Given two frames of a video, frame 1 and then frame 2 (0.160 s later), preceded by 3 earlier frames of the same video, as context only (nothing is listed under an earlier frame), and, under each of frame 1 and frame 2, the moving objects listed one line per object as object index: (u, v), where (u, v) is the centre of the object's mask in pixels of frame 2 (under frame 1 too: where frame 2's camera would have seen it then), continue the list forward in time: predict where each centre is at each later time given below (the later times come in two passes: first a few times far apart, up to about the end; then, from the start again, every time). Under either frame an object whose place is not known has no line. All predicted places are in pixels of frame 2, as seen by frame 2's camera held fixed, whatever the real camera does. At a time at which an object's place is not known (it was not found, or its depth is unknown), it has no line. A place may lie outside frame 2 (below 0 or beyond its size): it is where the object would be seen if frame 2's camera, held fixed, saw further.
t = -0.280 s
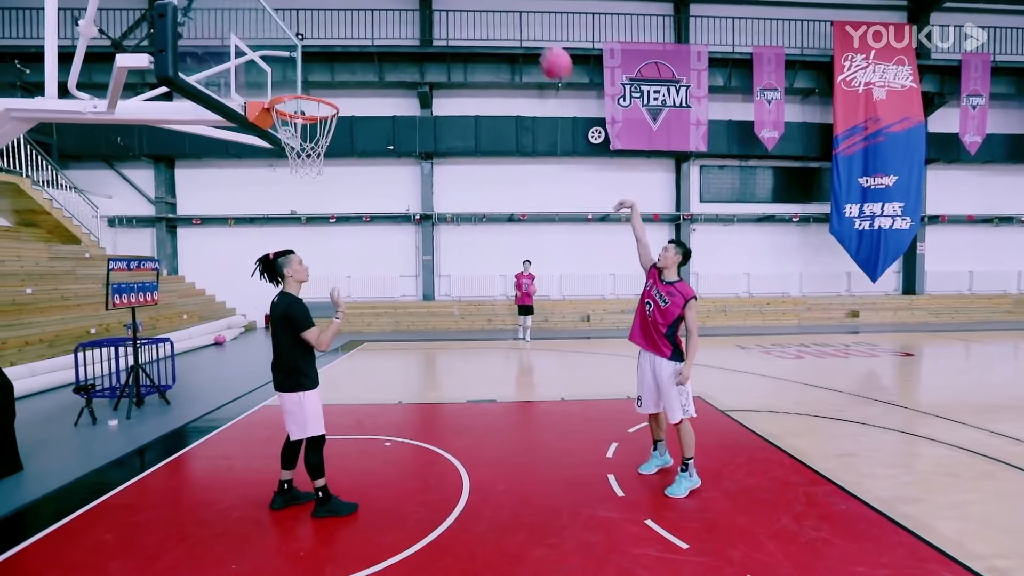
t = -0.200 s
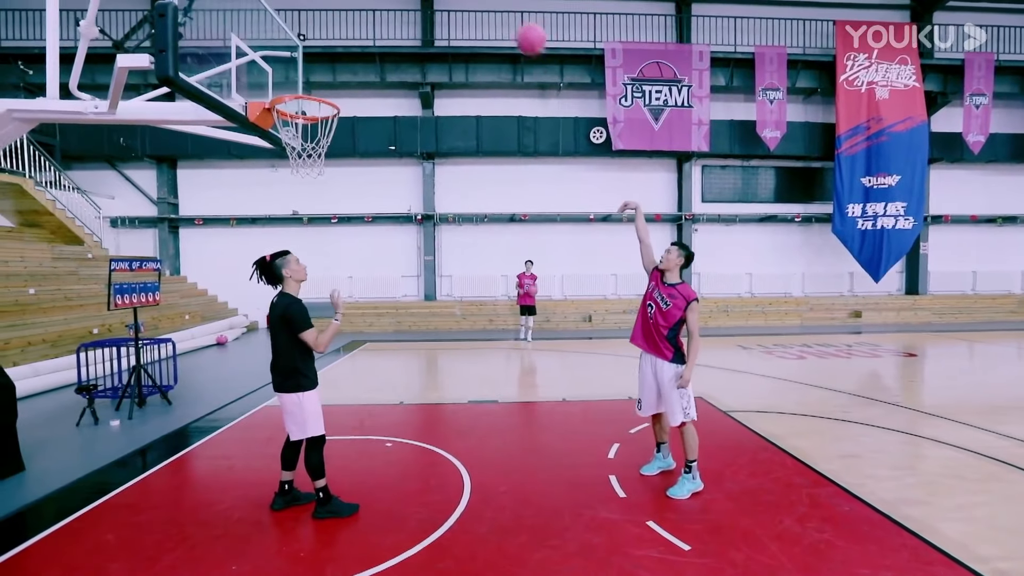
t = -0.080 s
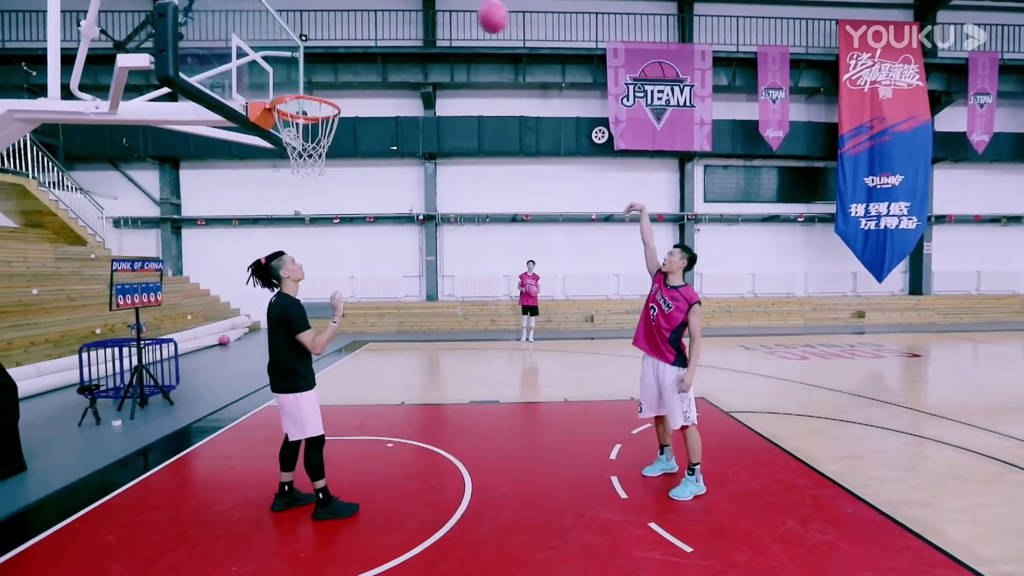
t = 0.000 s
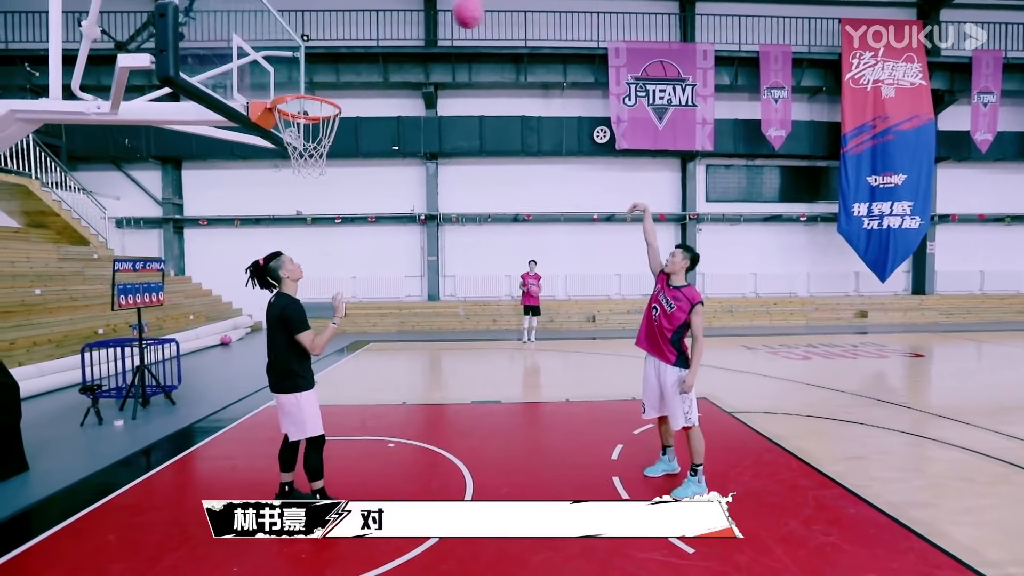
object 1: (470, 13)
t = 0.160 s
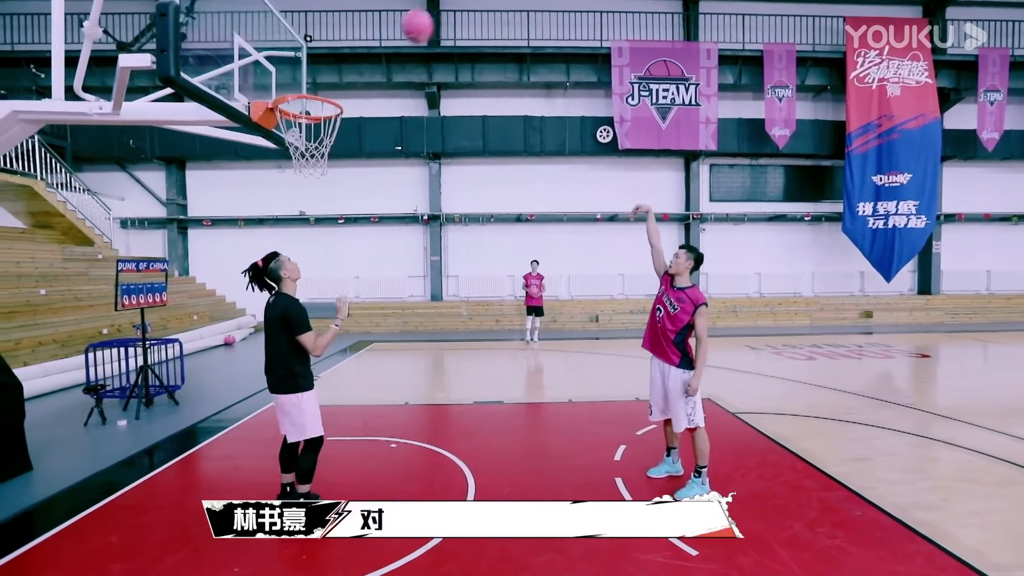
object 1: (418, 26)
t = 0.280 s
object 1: (377, 60)
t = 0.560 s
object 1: (382, 75)
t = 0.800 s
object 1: (425, 109)
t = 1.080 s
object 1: (470, 228)
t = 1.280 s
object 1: (503, 364)
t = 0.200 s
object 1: (404, 36)
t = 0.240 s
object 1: (391, 47)
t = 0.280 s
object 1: (377, 60)
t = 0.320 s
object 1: (364, 74)
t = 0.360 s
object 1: (350, 90)
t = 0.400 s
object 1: (352, 91)
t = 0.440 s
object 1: (359, 84)
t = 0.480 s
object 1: (367, 79)
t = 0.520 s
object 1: (374, 76)
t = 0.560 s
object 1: (382, 75)
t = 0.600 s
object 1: (389, 76)
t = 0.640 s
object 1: (396, 79)
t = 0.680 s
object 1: (403, 83)
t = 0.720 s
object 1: (410, 90)
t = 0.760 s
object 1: (418, 98)
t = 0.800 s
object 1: (425, 109)
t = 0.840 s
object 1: (432, 121)
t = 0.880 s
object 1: (437, 134)
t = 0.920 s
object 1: (444, 149)
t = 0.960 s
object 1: (450, 165)
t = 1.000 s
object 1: (457, 186)
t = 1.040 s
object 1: (464, 208)
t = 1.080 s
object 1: (470, 228)
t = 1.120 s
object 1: (477, 254)
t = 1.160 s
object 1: (483, 279)
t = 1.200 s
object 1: (490, 309)
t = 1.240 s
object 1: (496, 334)
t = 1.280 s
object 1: (503, 364)
